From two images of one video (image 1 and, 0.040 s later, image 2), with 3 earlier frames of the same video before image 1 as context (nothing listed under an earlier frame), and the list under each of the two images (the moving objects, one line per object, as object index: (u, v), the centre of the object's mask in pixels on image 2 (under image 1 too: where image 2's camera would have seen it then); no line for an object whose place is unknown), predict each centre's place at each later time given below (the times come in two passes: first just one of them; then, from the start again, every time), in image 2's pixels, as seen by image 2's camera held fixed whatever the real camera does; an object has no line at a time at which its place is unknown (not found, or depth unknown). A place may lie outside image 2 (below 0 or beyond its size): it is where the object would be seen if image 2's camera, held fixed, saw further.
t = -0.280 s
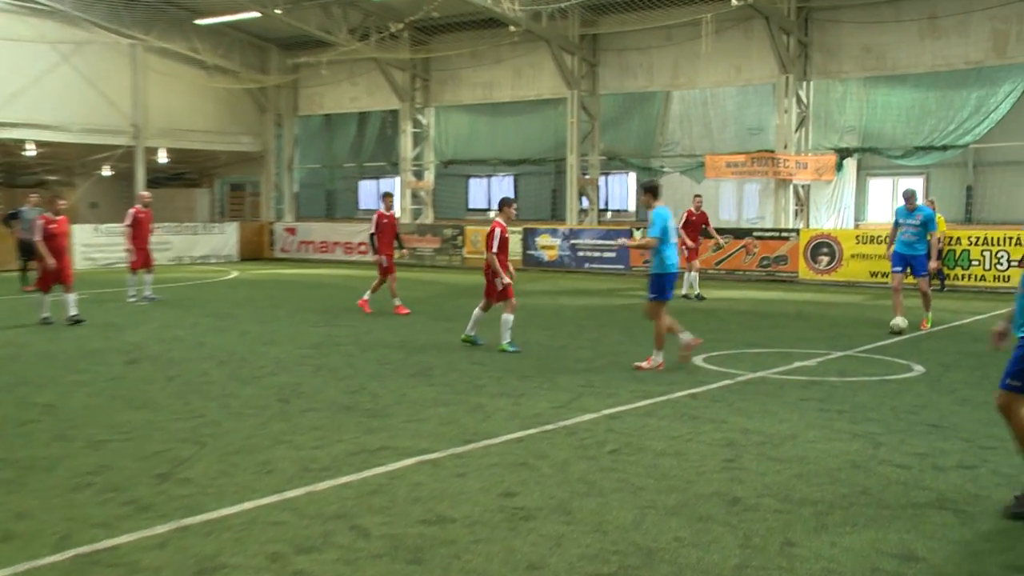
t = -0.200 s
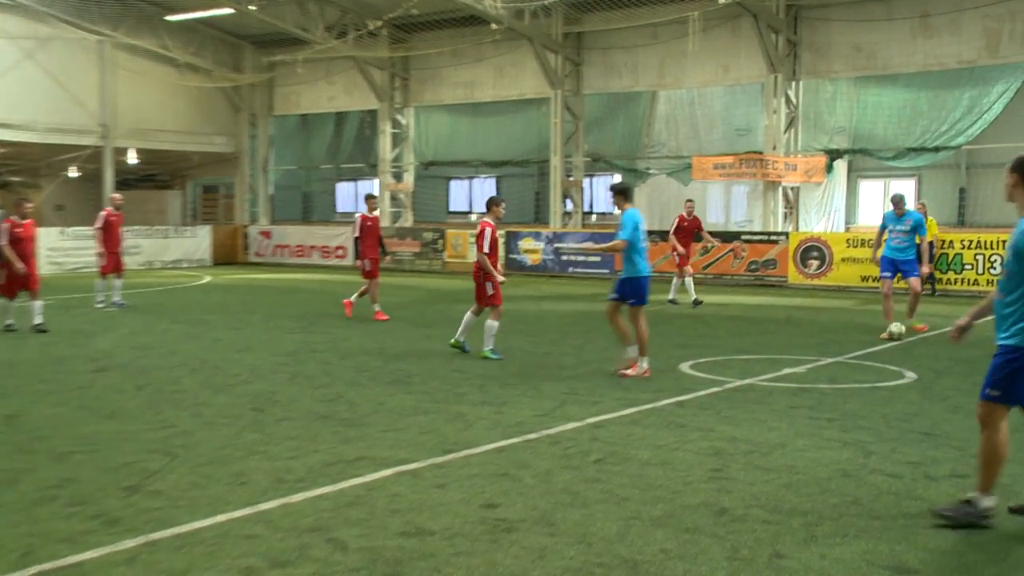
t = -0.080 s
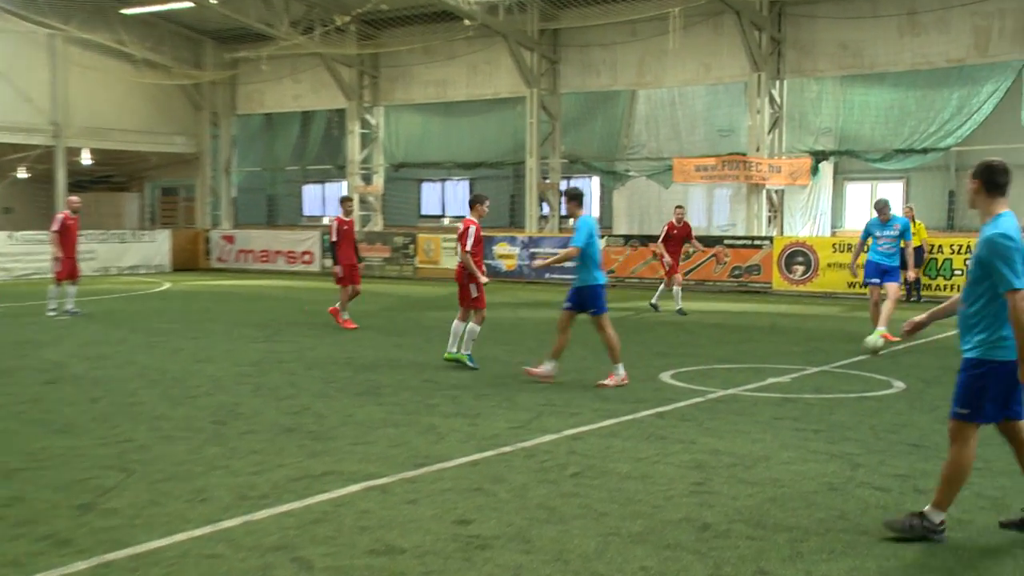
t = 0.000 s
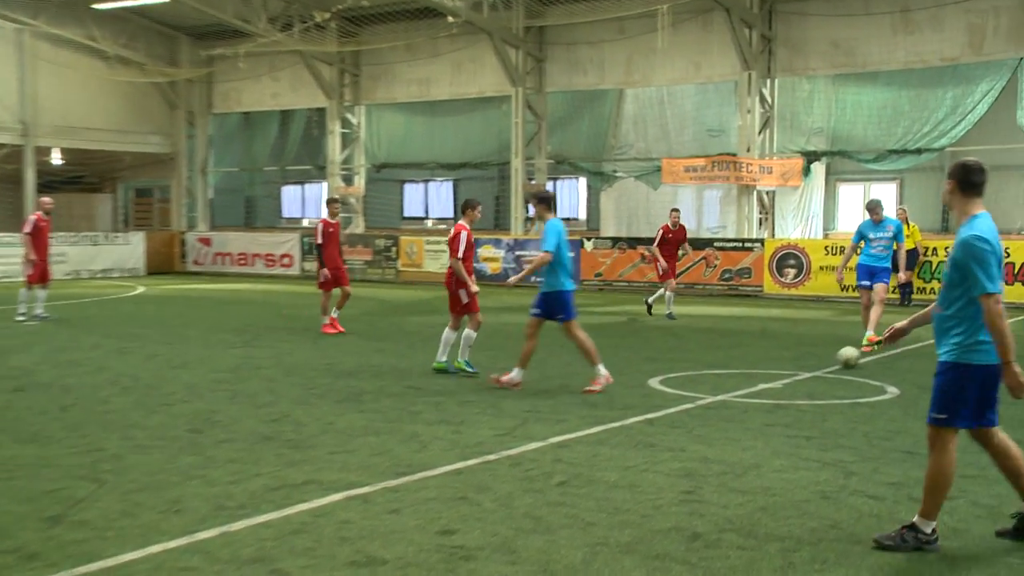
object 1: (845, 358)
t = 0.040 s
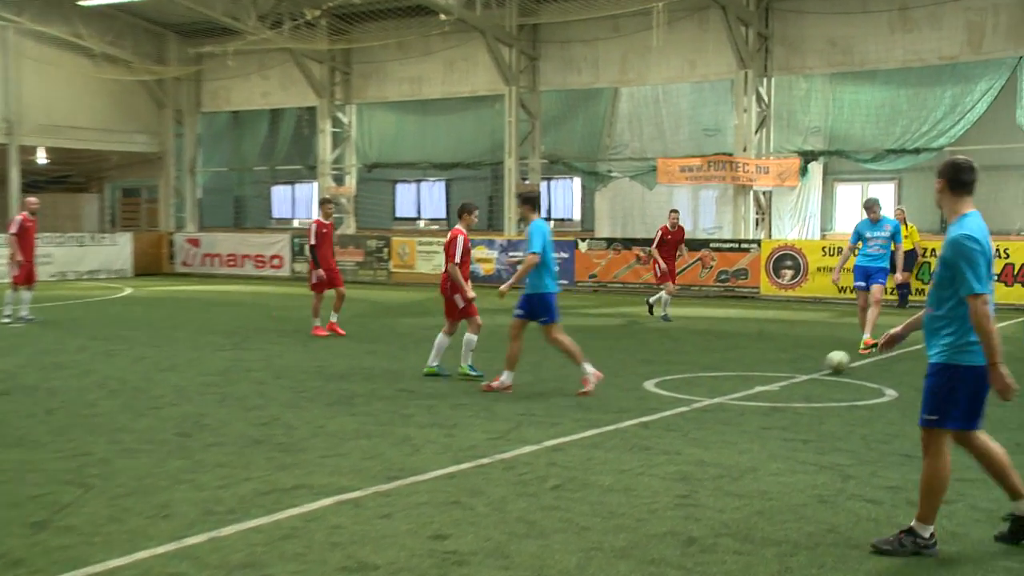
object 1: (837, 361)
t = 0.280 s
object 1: (781, 385)
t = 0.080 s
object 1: (828, 366)
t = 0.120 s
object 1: (819, 371)
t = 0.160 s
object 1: (810, 373)
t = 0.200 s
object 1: (801, 377)
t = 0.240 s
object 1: (791, 383)
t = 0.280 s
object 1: (781, 385)
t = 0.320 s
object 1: (773, 386)
